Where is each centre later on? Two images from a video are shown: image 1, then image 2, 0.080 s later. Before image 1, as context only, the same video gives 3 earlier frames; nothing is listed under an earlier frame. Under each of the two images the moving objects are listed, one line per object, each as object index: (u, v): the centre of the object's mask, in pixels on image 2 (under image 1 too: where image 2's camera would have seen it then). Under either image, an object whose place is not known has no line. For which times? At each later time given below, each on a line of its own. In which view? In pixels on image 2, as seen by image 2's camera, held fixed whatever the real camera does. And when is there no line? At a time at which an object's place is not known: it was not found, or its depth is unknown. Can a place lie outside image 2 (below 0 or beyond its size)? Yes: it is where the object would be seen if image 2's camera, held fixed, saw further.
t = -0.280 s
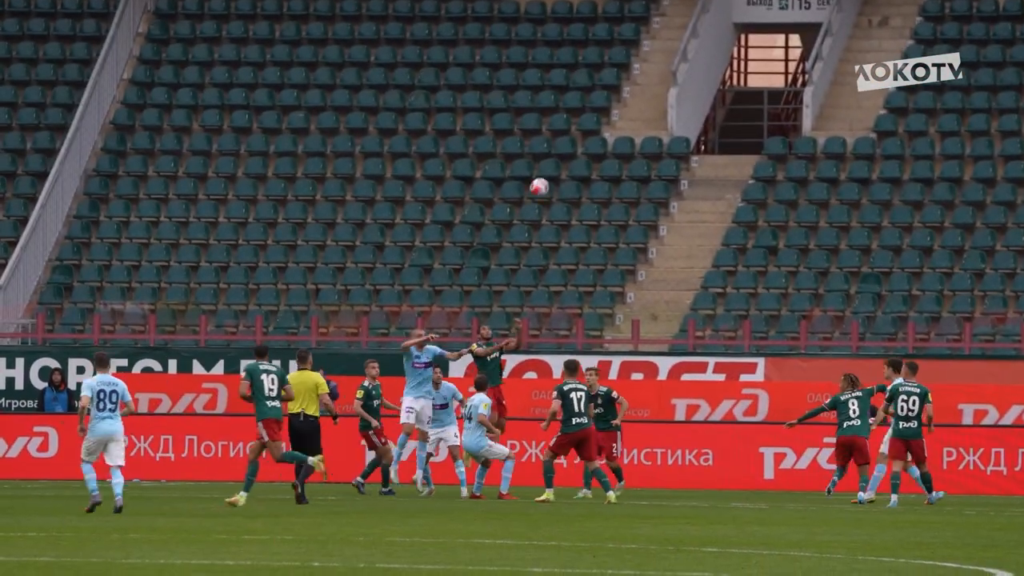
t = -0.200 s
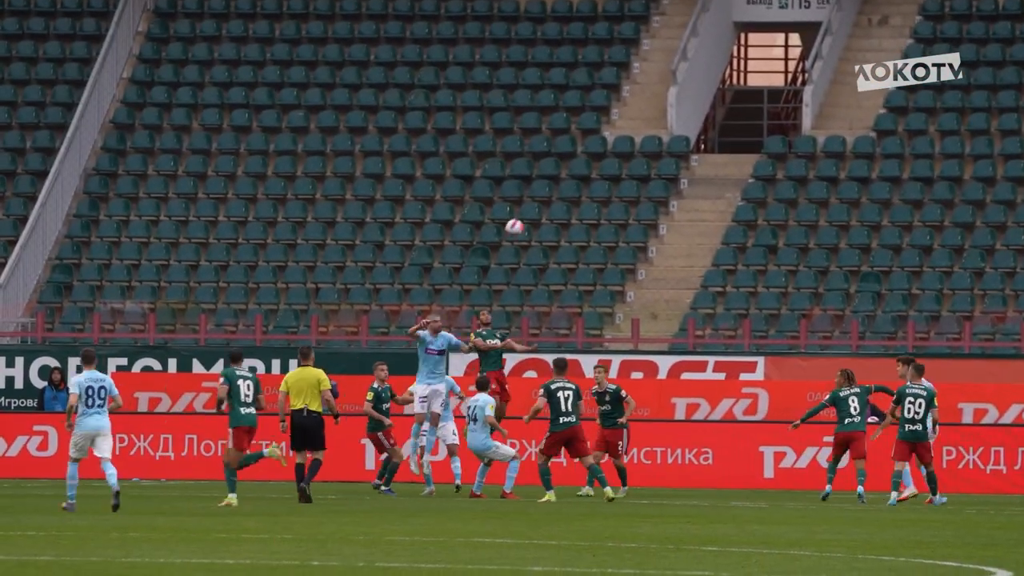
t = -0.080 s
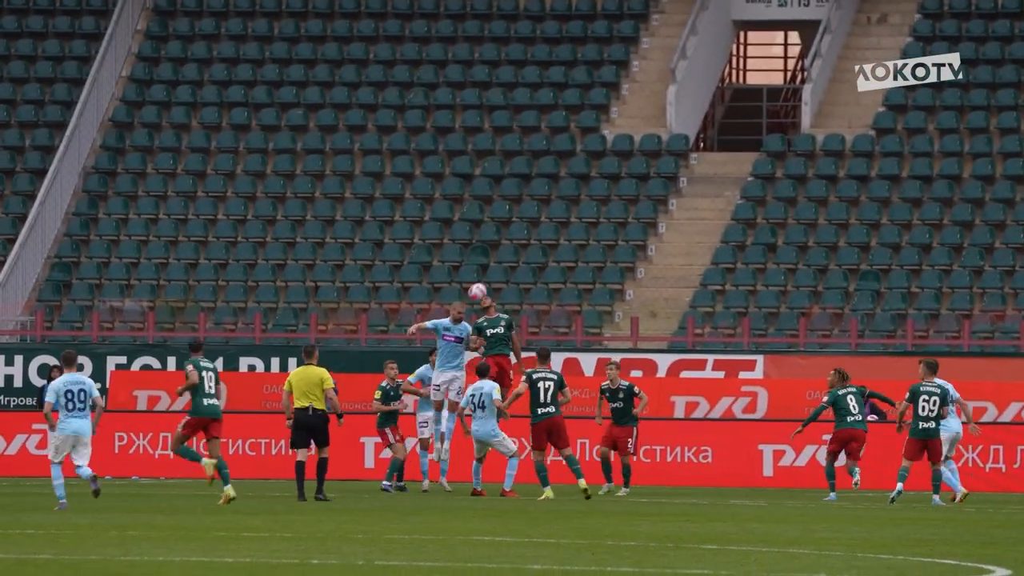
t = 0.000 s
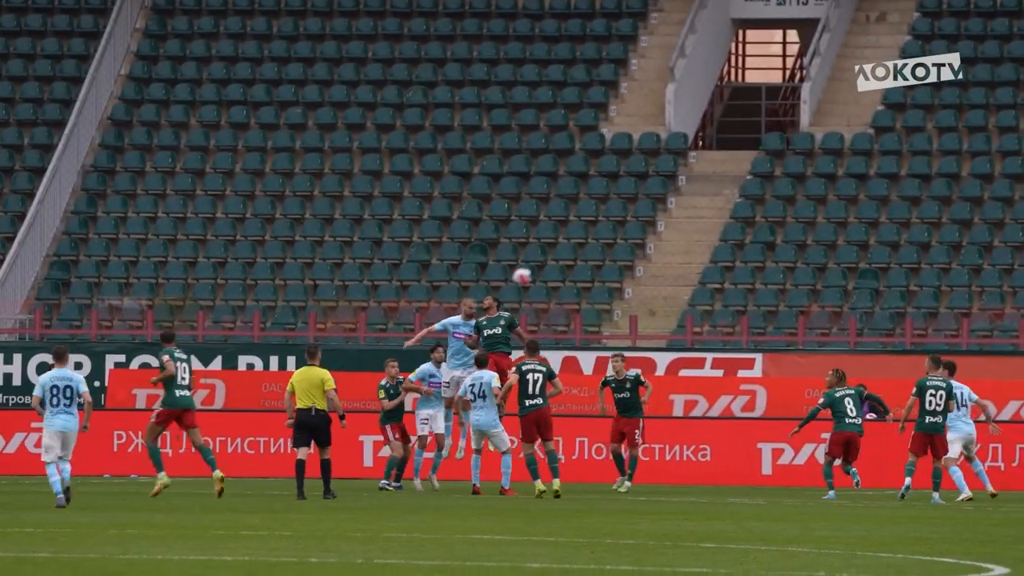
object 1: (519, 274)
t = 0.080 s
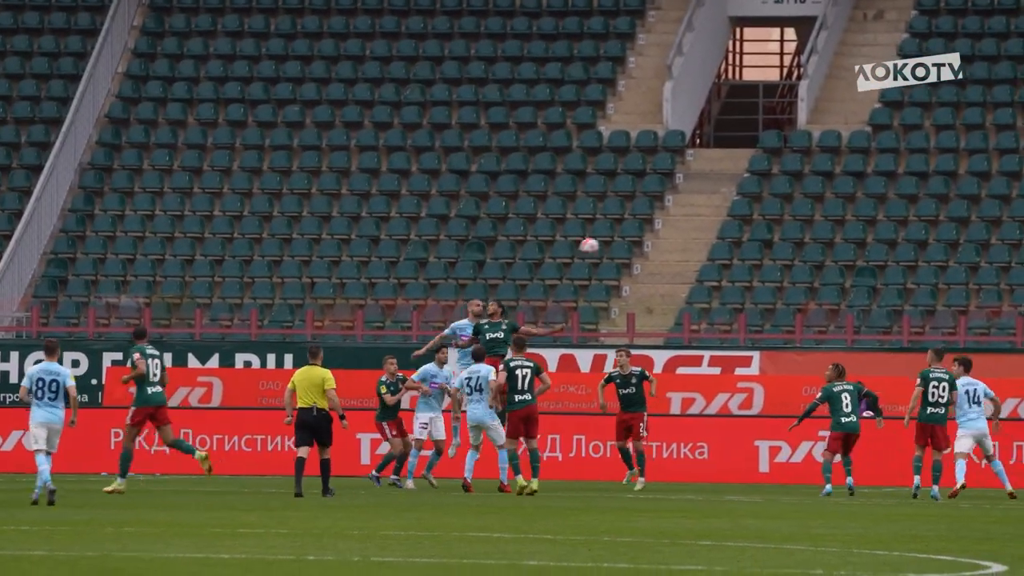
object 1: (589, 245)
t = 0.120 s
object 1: (624, 234)
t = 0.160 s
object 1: (658, 224)
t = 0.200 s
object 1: (693, 216)
